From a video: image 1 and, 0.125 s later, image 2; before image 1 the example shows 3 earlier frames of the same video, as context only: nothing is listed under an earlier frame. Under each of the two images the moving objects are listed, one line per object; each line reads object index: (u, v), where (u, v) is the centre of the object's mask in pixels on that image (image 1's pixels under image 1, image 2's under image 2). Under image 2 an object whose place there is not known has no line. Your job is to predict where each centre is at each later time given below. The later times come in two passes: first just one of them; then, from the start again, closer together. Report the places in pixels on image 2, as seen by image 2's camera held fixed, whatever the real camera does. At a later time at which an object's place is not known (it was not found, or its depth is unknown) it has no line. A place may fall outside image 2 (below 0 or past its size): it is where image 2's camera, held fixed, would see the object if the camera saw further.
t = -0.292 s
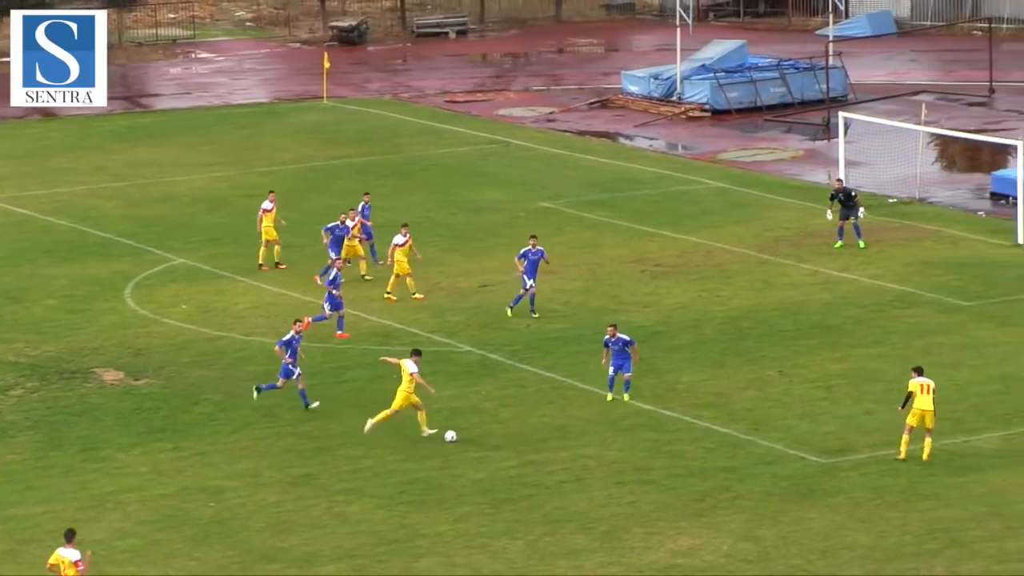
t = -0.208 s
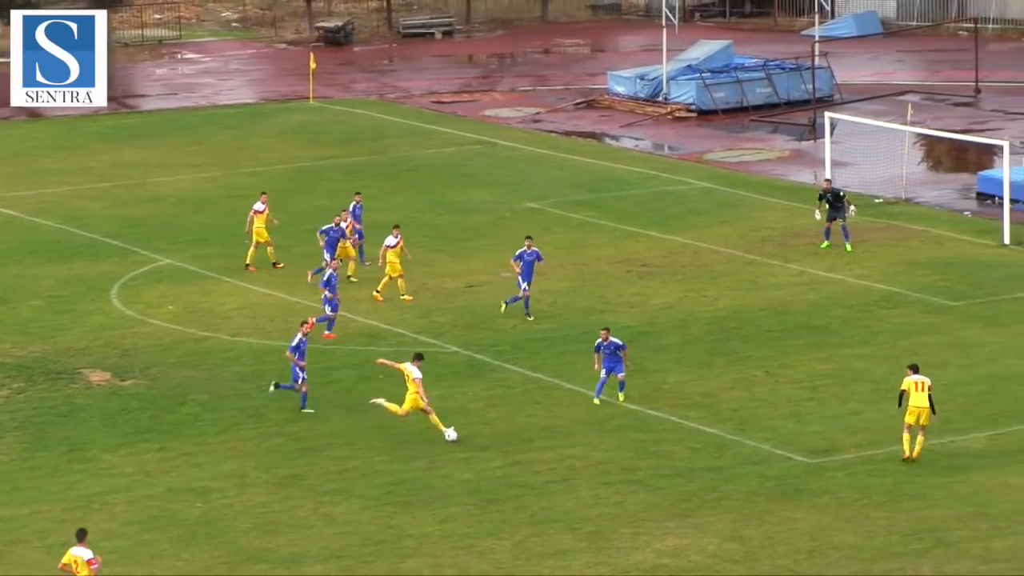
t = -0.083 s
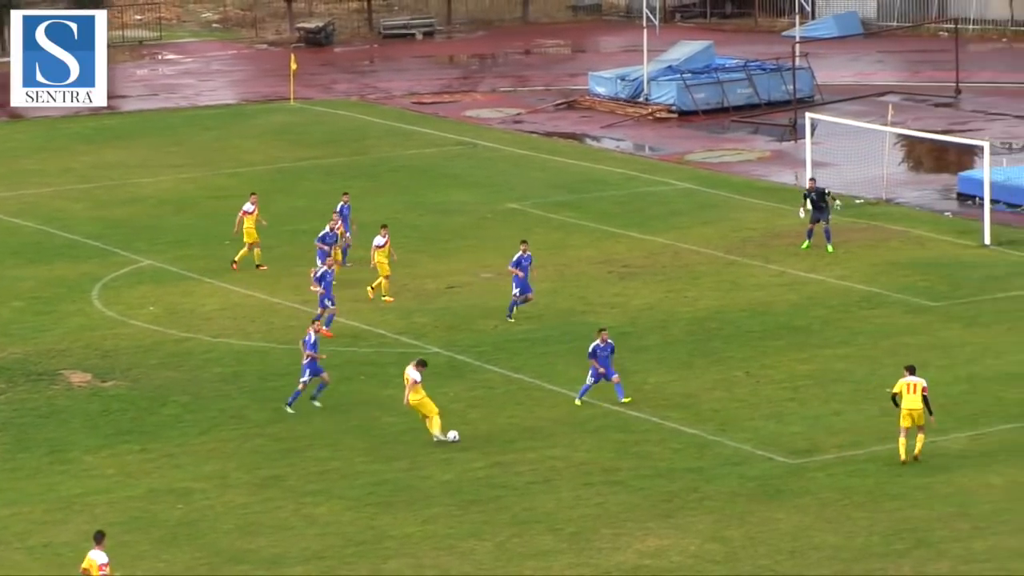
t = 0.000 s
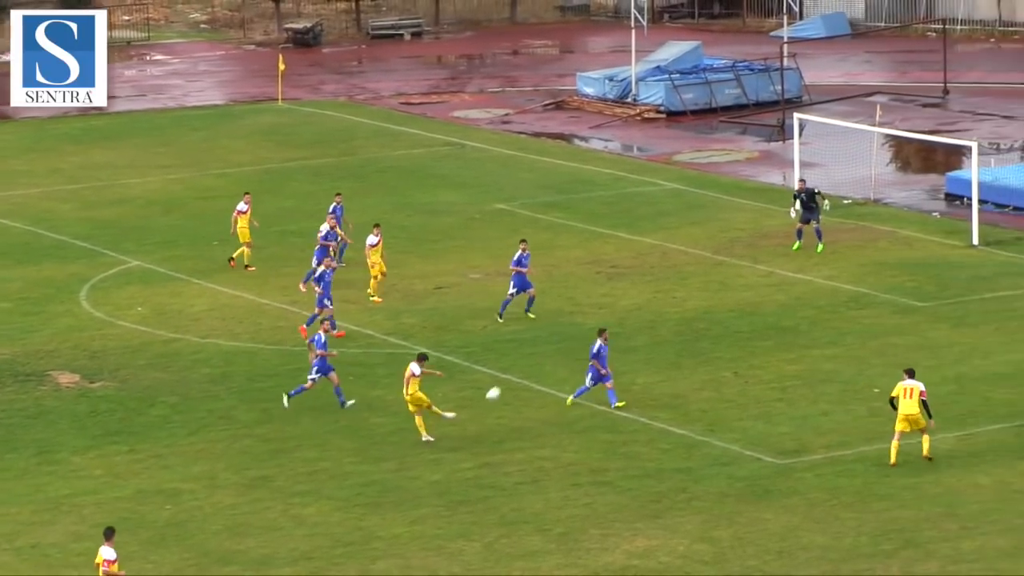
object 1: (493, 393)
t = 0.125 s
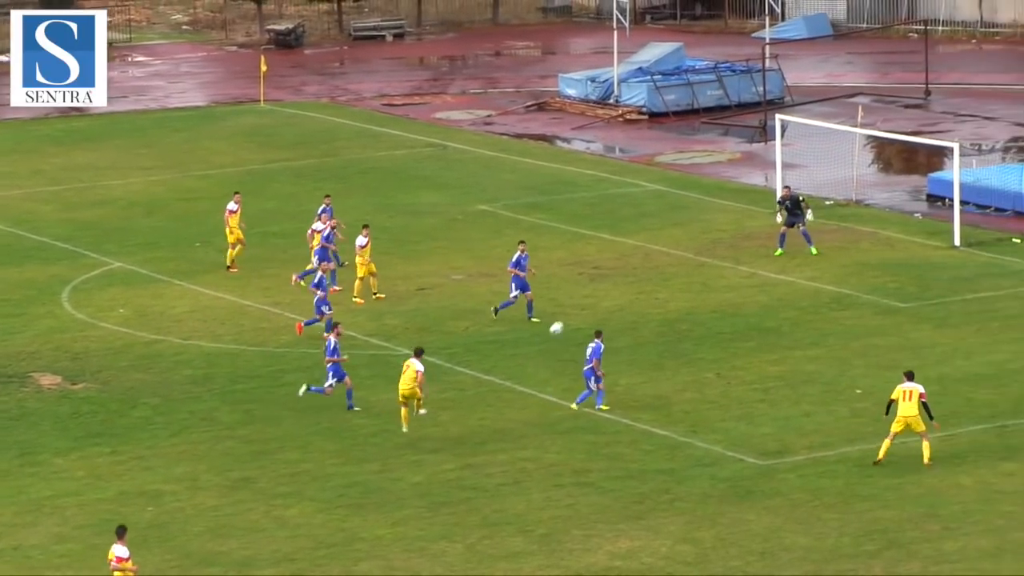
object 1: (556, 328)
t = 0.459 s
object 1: (718, 209)
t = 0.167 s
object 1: (580, 308)
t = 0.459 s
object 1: (718, 209)
